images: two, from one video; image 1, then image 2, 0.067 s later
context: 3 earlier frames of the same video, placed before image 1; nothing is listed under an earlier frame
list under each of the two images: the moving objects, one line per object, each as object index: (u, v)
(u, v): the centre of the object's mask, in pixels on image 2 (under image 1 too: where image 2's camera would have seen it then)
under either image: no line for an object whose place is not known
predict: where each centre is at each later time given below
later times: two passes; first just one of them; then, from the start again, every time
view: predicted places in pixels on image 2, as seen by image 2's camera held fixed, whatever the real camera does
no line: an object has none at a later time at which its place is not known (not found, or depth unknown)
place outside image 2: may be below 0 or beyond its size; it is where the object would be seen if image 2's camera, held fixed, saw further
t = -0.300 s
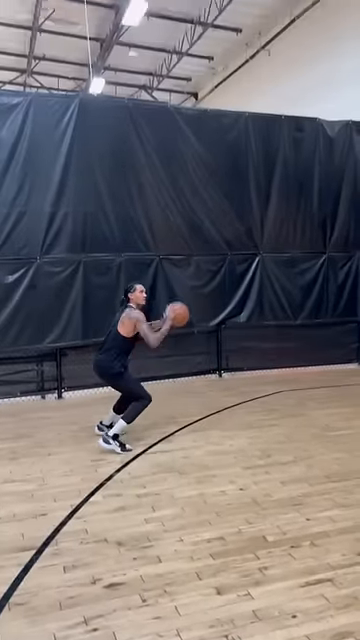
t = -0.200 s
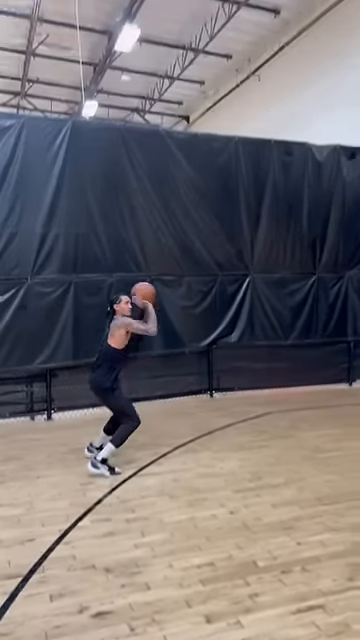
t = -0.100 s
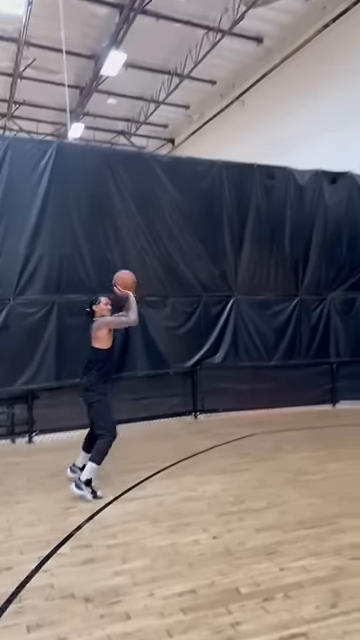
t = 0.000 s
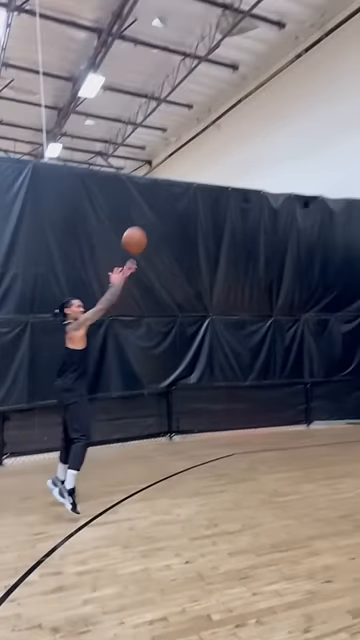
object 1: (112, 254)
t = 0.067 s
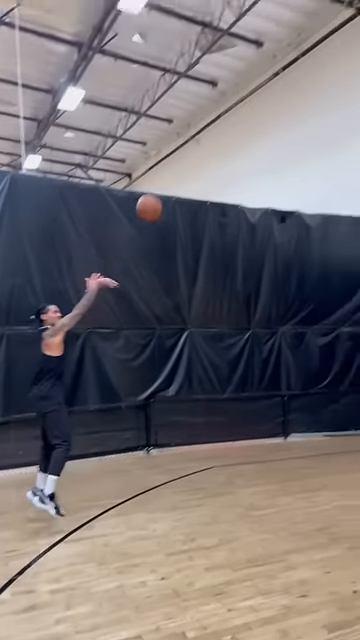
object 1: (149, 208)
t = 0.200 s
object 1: (226, 124)
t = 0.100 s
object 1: (168, 186)
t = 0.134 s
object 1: (187, 164)
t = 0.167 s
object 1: (206, 144)
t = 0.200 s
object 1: (226, 124)
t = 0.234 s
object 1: (245, 106)
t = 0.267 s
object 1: (265, 89)
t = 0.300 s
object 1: (285, 71)
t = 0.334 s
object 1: (306, 55)
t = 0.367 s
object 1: (327, 40)
